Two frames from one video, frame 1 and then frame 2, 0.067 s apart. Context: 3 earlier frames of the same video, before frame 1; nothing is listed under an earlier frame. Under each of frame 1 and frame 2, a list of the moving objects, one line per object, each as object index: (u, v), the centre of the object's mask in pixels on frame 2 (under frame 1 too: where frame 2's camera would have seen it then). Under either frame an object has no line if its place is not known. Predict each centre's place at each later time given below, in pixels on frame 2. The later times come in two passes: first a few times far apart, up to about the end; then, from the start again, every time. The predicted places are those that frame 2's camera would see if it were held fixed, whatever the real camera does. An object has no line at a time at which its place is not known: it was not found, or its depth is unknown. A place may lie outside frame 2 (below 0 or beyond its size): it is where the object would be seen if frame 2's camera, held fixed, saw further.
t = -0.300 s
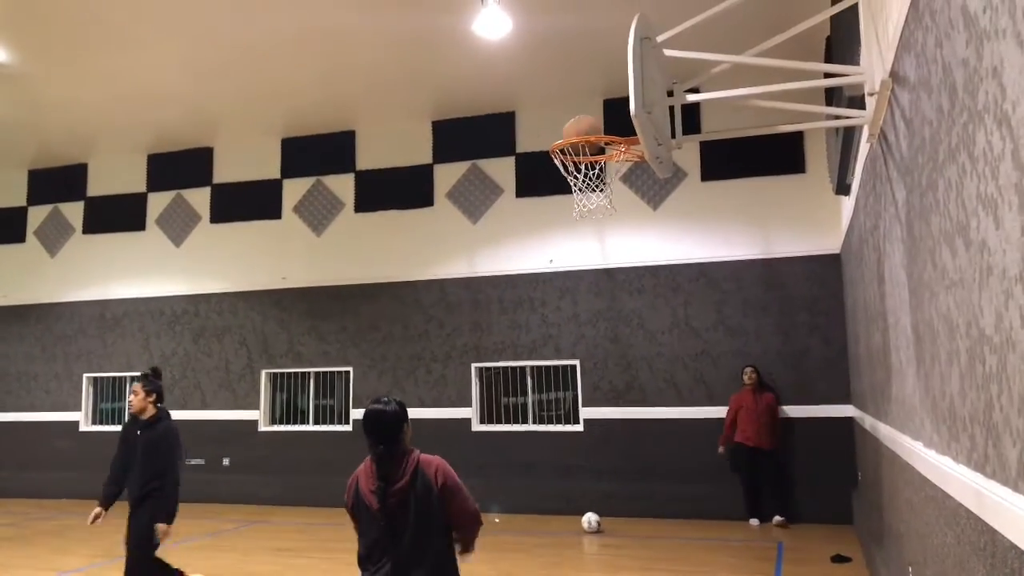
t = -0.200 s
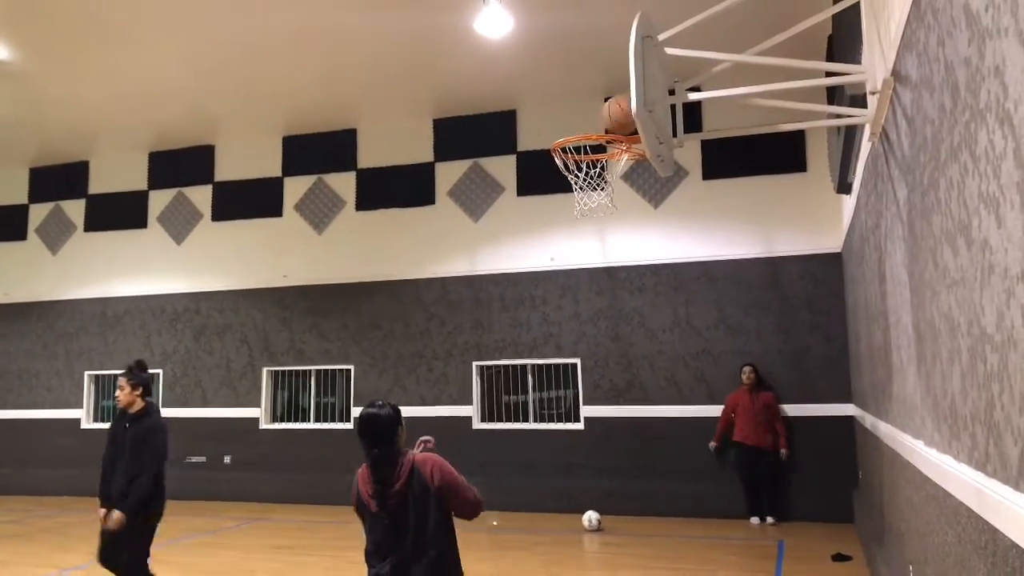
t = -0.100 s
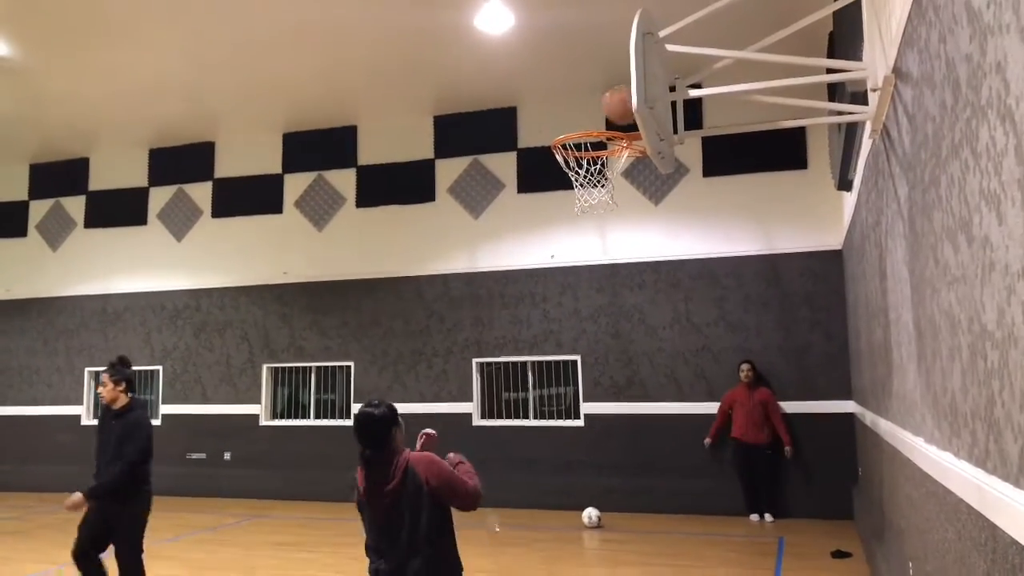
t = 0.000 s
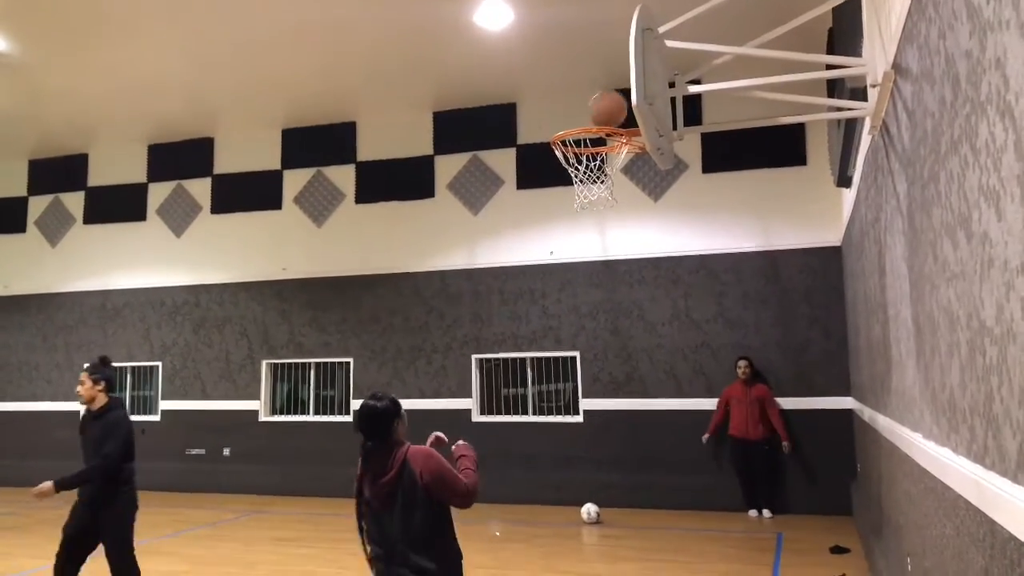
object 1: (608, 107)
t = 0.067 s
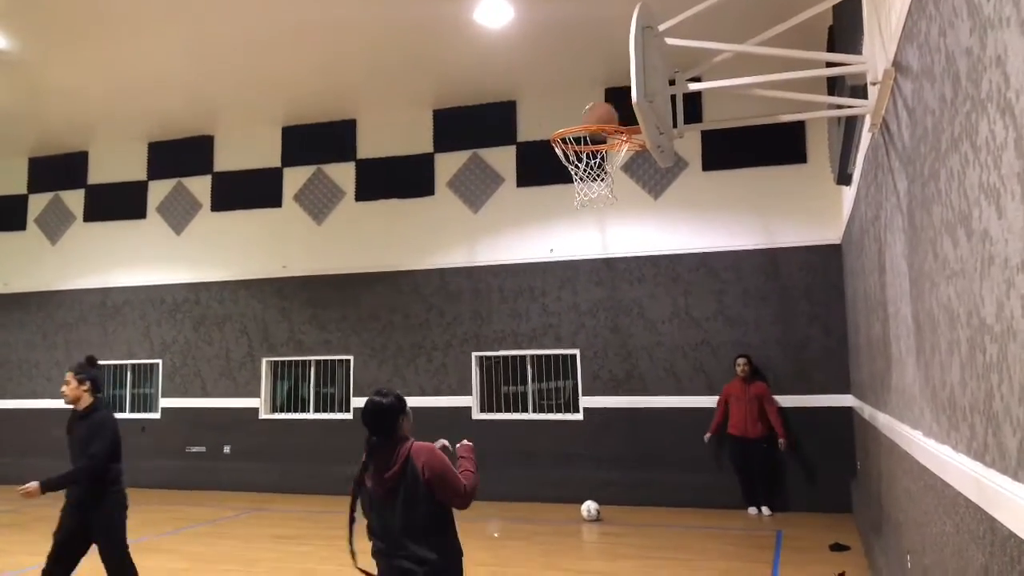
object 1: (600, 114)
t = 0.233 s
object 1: (591, 138)
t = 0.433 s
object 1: (597, 205)
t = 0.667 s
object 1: (601, 332)
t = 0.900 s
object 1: (611, 545)
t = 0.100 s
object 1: (596, 127)
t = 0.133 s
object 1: (595, 131)
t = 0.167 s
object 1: (594, 131)
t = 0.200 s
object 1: (592, 133)
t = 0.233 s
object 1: (591, 138)
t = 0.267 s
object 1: (593, 138)
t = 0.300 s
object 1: (592, 140)
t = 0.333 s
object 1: (599, 166)
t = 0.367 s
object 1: (597, 178)
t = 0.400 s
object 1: (598, 197)
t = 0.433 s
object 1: (597, 205)
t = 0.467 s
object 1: (598, 215)
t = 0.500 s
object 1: (598, 229)
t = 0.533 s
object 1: (598, 246)
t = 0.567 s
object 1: (598, 267)
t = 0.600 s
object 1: (599, 286)
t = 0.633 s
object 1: (599, 307)
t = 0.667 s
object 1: (601, 332)
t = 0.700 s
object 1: (601, 357)
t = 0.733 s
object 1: (603, 383)
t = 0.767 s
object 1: (604, 416)
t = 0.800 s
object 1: (605, 443)
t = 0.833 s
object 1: (606, 475)
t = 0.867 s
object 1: (607, 509)
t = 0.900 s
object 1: (611, 545)
